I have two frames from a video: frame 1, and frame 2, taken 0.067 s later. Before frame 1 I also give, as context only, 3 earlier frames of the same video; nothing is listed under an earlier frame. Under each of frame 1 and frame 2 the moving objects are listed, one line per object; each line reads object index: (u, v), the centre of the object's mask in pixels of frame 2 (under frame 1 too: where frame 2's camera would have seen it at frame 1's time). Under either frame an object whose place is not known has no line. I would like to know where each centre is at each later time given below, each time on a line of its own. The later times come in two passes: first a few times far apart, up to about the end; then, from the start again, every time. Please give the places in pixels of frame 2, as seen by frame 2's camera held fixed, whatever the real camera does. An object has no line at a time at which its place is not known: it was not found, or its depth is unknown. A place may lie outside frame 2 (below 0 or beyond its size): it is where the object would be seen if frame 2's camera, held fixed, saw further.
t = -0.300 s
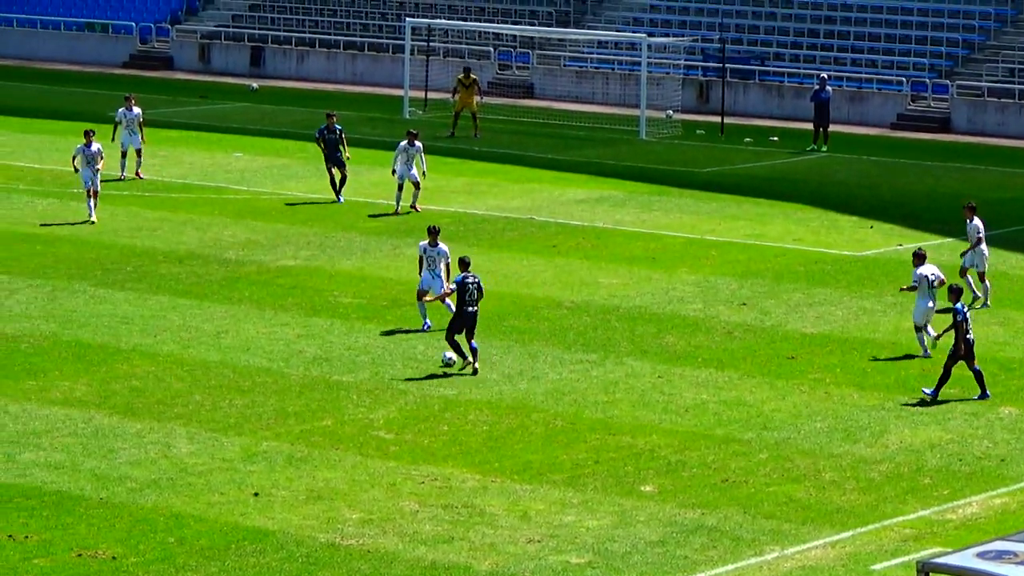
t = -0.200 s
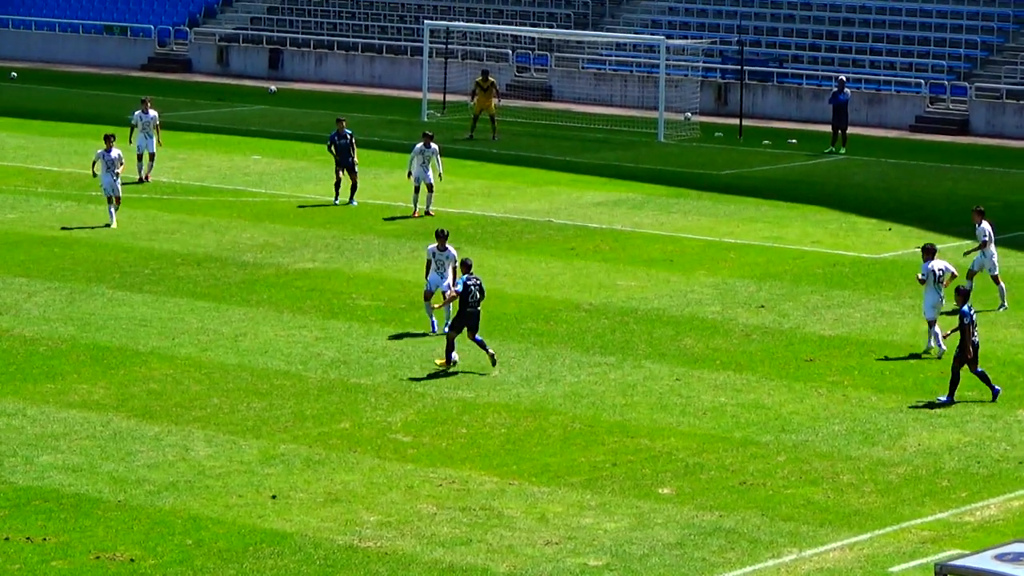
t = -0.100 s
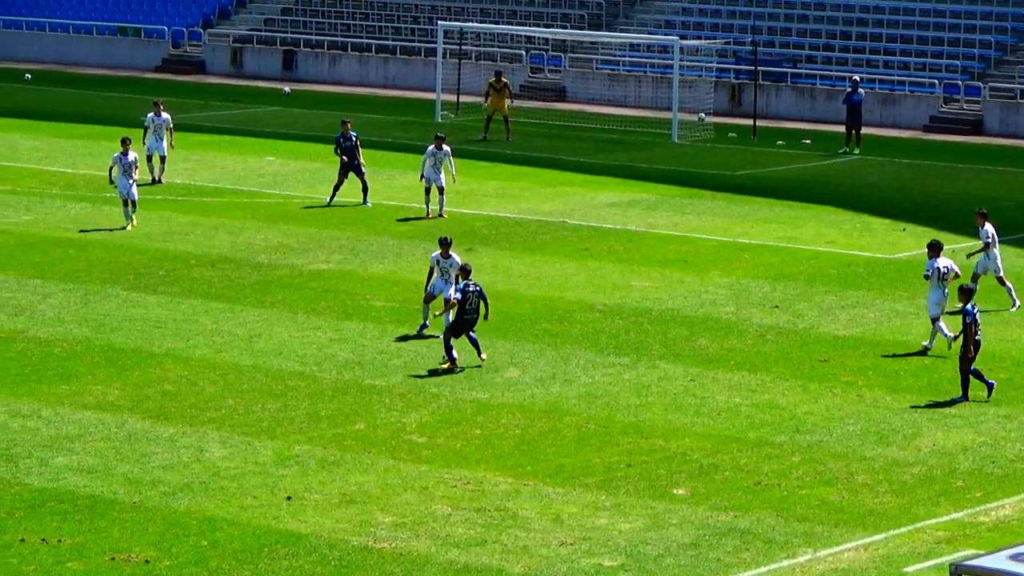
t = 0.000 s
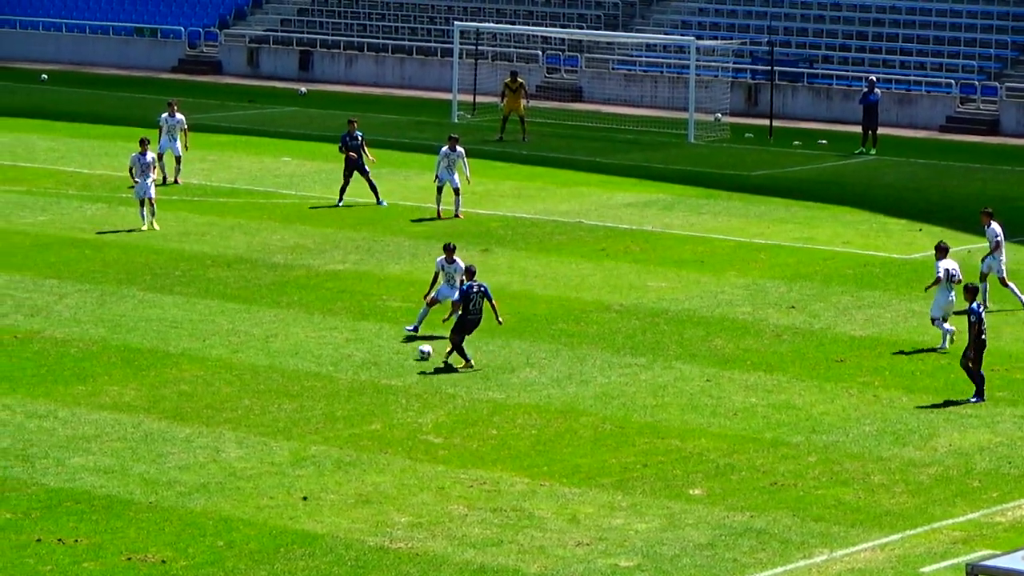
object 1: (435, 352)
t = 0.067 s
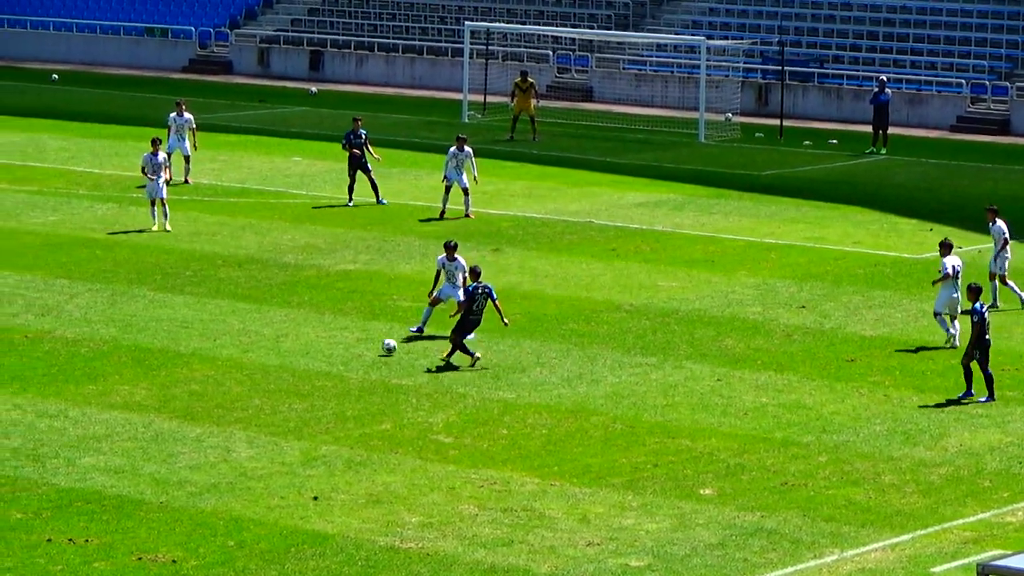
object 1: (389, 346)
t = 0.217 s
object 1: (295, 339)
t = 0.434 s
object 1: (184, 329)
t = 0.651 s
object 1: (96, 322)
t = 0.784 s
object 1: (45, 312)
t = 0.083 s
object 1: (378, 345)
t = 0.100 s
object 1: (366, 345)
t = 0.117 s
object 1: (356, 345)
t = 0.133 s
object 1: (344, 344)
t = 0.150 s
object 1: (333, 344)
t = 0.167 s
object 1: (323, 344)
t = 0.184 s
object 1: (313, 343)
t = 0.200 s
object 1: (304, 341)
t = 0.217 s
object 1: (295, 339)
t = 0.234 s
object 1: (285, 337)
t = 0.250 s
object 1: (277, 336)
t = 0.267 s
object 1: (268, 334)
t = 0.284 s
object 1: (259, 333)
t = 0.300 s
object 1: (251, 332)
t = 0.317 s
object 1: (242, 331)
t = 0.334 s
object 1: (233, 331)
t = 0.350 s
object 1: (224, 331)
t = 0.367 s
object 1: (215, 331)
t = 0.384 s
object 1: (207, 331)
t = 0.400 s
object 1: (198, 331)
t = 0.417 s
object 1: (190, 331)
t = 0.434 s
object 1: (184, 329)
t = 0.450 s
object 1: (177, 328)
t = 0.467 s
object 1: (170, 326)
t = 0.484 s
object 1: (163, 324)
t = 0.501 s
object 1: (156, 323)
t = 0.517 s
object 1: (150, 323)
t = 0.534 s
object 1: (143, 322)
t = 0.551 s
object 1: (136, 321)
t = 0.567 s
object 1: (130, 321)
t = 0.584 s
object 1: (123, 321)
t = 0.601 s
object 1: (116, 321)
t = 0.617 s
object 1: (109, 321)
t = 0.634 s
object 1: (103, 321)
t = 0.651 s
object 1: (96, 322)
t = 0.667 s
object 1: (90, 320)
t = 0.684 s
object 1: (83, 319)
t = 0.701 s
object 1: (77, 317)
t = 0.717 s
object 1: (71, 315)
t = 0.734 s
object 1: (64, 314)
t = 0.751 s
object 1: (58, 314)
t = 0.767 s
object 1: (52, 313)
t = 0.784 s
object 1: (45, 312)
